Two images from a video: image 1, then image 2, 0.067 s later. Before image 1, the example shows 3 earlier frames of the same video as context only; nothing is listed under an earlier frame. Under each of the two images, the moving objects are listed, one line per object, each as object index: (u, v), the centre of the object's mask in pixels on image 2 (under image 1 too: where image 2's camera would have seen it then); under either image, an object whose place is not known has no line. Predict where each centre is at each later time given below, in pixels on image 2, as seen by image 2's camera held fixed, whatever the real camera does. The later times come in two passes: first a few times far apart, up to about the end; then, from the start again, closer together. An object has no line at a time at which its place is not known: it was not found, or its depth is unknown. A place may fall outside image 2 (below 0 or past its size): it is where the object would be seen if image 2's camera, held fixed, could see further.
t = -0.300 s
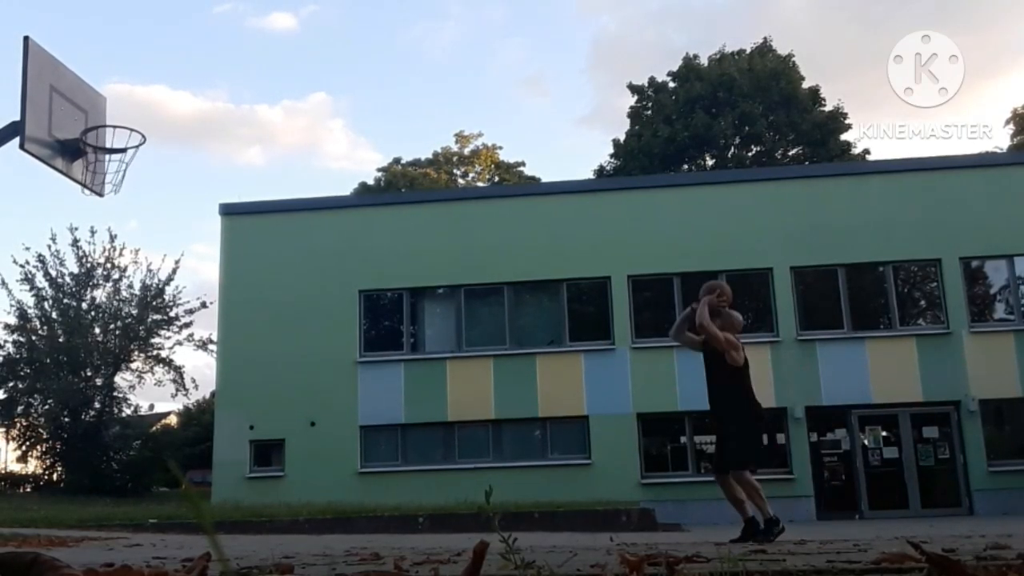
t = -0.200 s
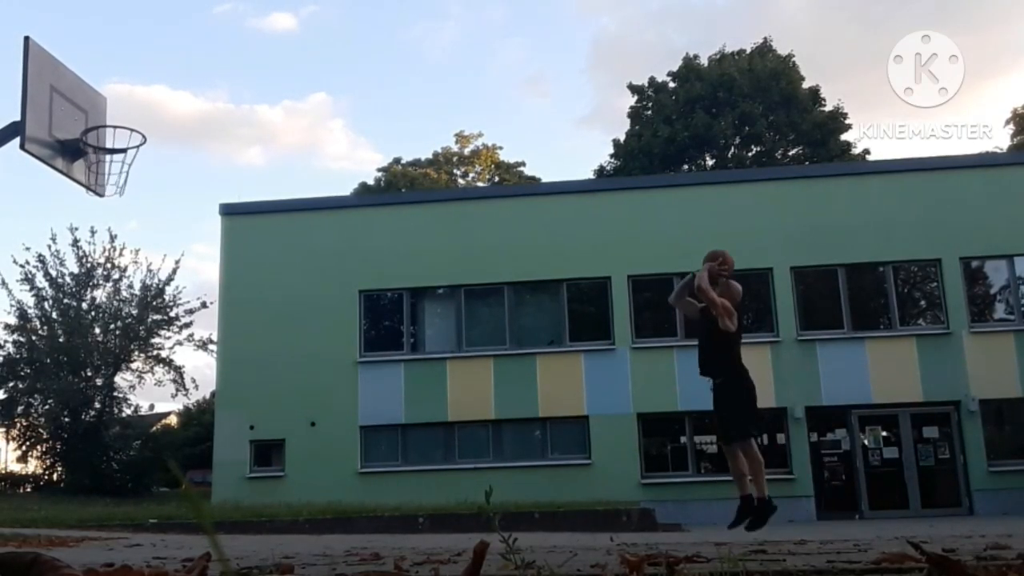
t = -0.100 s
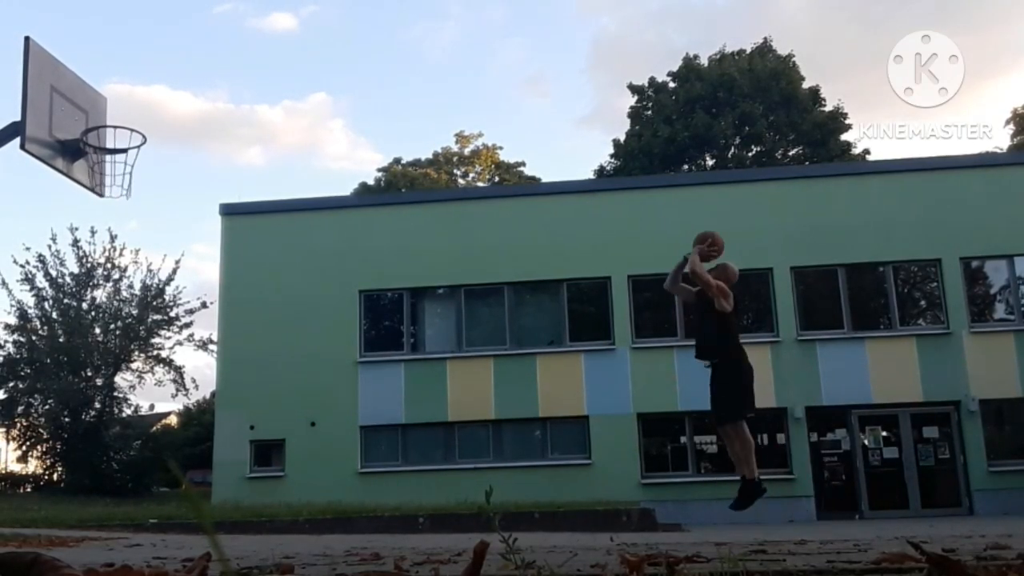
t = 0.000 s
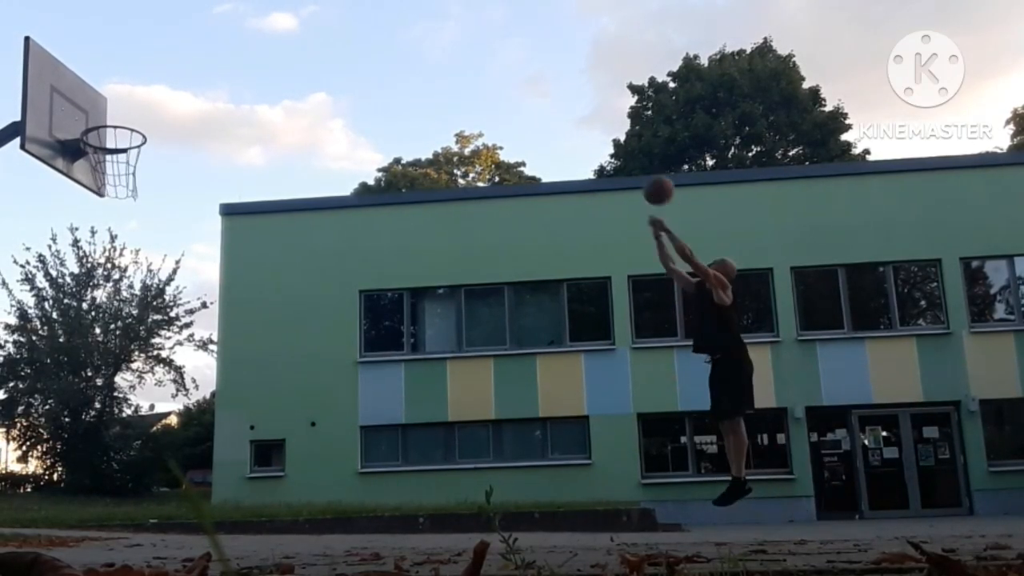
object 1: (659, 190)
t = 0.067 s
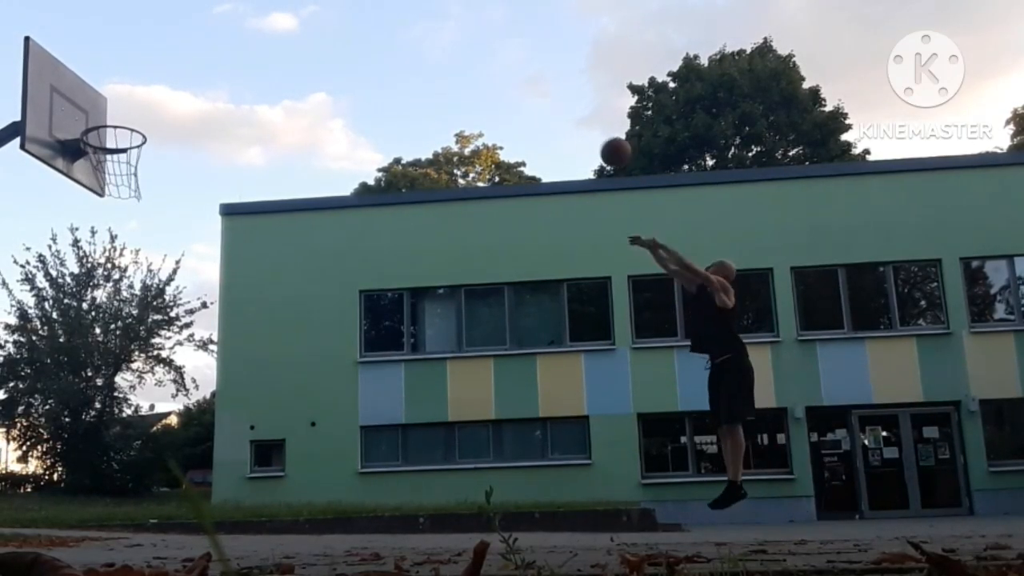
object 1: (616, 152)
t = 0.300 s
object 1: (470, 60)
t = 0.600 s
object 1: (294, 33)
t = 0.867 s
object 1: (134, 92)
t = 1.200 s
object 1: (100, 43)
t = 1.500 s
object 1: (109, 37)
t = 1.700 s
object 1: (112, 85)
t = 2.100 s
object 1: (112, 303)
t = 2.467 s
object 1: (113, 460)
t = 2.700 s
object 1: (119, 345)
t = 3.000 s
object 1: (120, 288)
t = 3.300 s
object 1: (118, 327)
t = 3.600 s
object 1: (110, 450)
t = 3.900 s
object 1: (119, 460)
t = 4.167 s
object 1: (134, 397)
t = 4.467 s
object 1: (147, 405)
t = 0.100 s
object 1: (594, 134)
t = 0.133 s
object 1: (573, 119)
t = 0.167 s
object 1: (552, 104)
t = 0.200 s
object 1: (531, 92)
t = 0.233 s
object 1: (511, 80)
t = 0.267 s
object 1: (491, 69)
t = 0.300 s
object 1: (470, 60)
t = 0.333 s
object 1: (450, 52)
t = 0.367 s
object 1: (430, 46)
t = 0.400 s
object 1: (411, 40)
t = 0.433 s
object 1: (391, 36)
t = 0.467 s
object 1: (372, 33)
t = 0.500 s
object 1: (352, 31)
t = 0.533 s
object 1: (332, 30)
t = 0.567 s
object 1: (313, 31)
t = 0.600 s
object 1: (294, 33)
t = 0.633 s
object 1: (274, 36)
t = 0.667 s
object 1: (255, 40)
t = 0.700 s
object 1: (235, 46)
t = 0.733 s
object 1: (215, 53)
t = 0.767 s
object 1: (195, 61)
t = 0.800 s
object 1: (175, 70)
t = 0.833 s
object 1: (155, 80)
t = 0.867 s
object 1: (134, 92)
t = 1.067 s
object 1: (94, 76)
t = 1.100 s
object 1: (95, 66)
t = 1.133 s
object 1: (97, 57)
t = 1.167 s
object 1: (99, 49)
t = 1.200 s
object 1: (100, 43)
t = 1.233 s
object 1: (101, 37)
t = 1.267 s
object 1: (103, 33)
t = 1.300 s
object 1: (104, 30)
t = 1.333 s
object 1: (105, 29)
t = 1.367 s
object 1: (106, 28)
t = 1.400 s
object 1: (107, 29)
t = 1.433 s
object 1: (108, 30)
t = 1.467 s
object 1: (108, 33)
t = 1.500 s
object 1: (109, 37)
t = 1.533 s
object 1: (109, 43)
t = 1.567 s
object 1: (110, 49)
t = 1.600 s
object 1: (111, 56)
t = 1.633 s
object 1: (111, 65)
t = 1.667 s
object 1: (112, 74)
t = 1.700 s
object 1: (112, 85)
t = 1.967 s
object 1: (113, 211)
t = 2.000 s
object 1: (113, 231)
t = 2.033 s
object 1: (112, 254)
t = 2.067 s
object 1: (113, 277)
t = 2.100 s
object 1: (112, 303)
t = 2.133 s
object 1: (112, 329)
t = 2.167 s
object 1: (112, 356)
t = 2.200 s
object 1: (112, 384)
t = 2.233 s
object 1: (112, 413)
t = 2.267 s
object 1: (110, 446)
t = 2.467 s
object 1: (113, 460)
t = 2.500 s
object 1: (114, 439)
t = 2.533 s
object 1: (115, 420)
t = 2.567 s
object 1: (115, 402)
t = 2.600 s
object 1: (117, 385)
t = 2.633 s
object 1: (117, 371)
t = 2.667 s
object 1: (119, 357)
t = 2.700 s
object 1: (119, 345)
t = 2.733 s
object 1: (120, 335)
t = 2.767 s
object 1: (120, 325)
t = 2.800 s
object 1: (120, 318)
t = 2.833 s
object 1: (120, 308)
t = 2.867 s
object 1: (120, 302)
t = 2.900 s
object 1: (119, 297)
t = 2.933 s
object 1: (120, 293)
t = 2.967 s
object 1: (120, 288)
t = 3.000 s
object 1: (120, 288)
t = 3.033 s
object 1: (120, 288)
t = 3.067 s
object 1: (120, 289)
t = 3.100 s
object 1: (120, 291)
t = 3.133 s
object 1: (120, 294)
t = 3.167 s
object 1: (119, 299)
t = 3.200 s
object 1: (118, 304)
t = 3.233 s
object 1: (118, 311)
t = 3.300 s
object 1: (118, 327)
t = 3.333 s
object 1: (118, 337)
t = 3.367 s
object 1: (118, 347)
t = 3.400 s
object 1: (116, 359)
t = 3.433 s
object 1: (115, 372)
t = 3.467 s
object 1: (115, 385)
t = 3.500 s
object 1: (115, 399)
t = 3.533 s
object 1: (111, 417)
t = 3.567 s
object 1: (112, 433)
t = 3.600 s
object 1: (110, 450)
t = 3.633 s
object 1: (110, 471)
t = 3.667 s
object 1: (109, 491)
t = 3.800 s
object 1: (110, 503)
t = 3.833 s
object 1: (114, 486)
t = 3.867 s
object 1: (115, 473)
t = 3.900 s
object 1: (119, 460)
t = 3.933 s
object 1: (121, 448)
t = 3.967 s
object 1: (121, 437)
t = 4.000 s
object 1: (125, 429)
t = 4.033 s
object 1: (127, 423)
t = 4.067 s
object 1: (128, 414)
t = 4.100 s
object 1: (130, 406)
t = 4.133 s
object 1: (133, 401)
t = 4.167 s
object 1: (134, 397)
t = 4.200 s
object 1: (136, 395)
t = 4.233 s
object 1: (138, 392)
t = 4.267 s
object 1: (140, 391)
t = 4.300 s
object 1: (141, 391)
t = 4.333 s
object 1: (143, 392)
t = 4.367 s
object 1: (144, 394)
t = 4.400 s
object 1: (145, 397)
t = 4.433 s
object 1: (147, 401)
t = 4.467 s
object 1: (147, 405)
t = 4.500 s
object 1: (149, 411)
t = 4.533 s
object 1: (150, 416)
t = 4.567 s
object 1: (152, 425)
